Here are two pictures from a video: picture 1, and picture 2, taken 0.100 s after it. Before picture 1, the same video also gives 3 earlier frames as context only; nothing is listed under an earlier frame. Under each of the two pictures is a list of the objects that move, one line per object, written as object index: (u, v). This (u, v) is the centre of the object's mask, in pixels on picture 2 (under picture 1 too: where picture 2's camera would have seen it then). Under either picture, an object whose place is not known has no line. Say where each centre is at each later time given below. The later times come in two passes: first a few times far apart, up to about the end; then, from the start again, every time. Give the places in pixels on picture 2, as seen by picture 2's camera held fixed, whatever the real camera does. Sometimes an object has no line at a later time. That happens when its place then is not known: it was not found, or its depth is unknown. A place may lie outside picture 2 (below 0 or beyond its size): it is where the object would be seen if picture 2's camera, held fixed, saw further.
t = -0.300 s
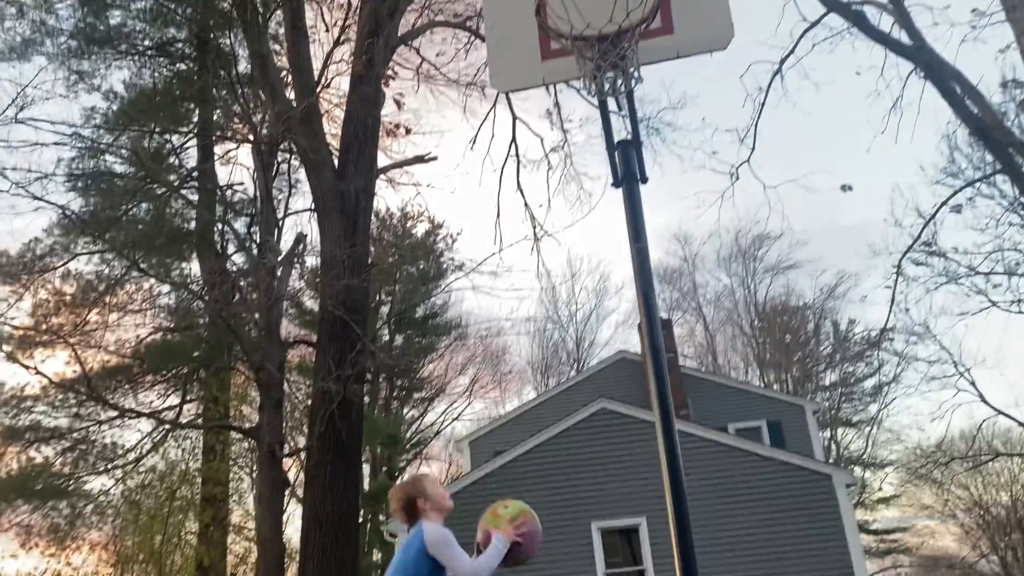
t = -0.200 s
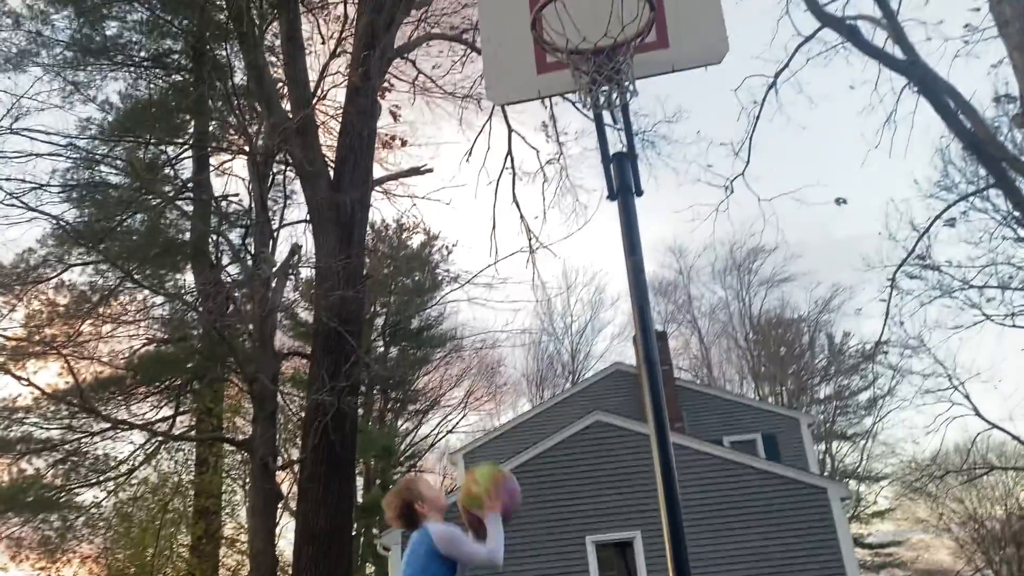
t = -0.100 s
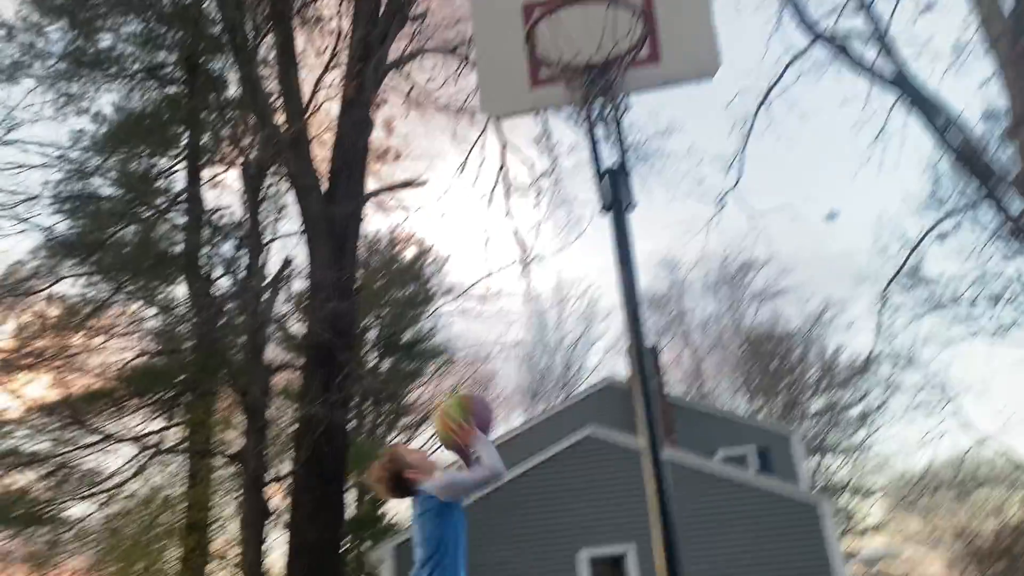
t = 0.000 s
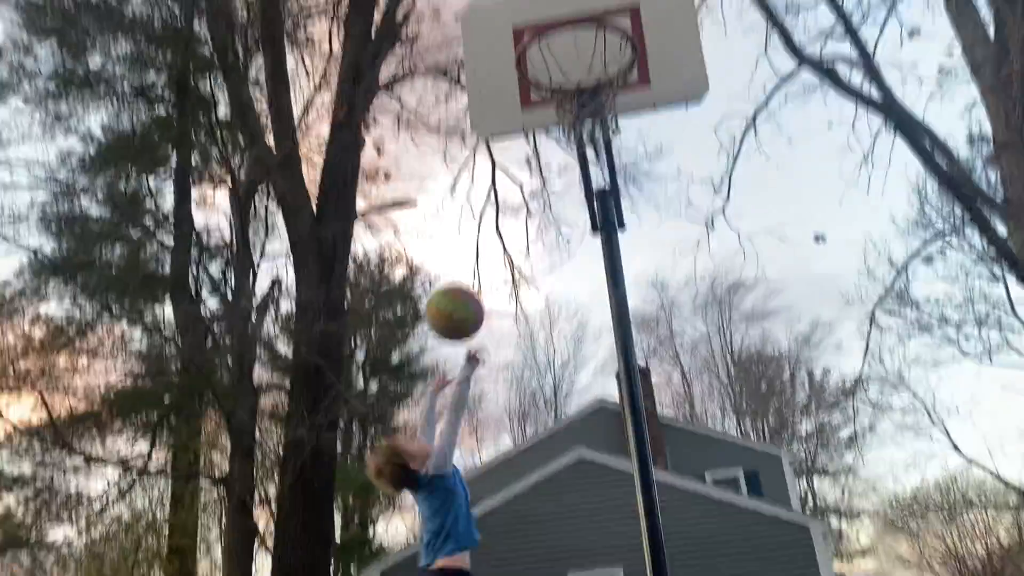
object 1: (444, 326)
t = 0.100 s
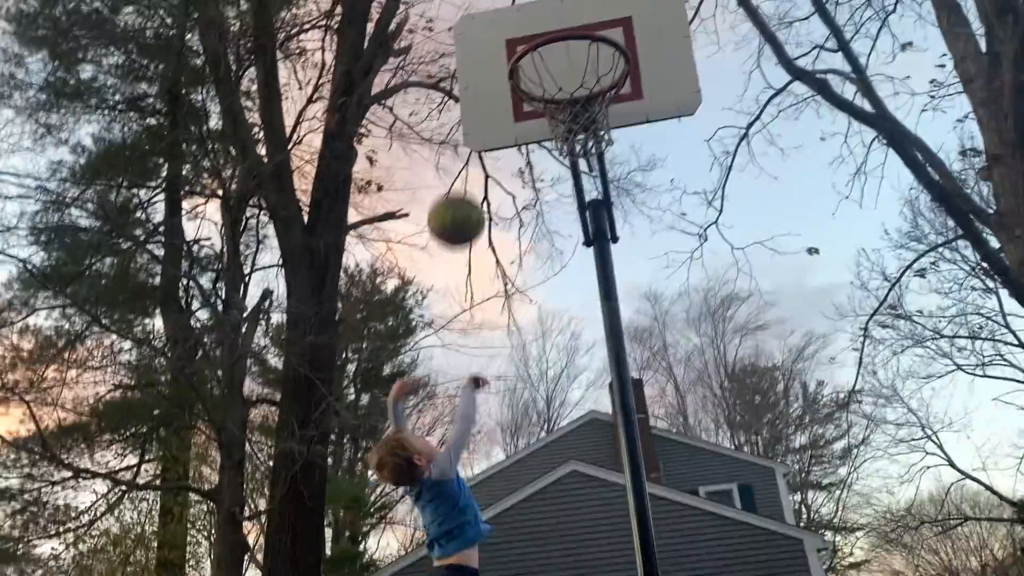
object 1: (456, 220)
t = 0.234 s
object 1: (471, 121)
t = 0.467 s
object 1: (503, 36)
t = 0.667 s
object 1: (544, 43)
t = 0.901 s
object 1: (598, 141)
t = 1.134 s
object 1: (640, 330)
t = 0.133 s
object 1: (459, 192)
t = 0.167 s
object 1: (463, 165)
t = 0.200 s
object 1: (467, 142)
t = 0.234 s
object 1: (471, 121)
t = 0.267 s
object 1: (475, 103)
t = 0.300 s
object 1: (480, 87)
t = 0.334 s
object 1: (483, 74)
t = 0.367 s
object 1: (488, 61)
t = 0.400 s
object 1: (492, 51)
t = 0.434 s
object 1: (498, 42)
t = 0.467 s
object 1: (503, 36)
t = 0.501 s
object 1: (509, 32)
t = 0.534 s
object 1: (515, 28)
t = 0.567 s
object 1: (520, 26)
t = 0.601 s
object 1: (529, 31)
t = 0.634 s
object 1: (537, 36)
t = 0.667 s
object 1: (544, 43)
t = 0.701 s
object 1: (552, 53)
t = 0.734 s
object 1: (561, 63)
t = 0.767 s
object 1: (569, 73)
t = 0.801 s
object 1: (577, 86)
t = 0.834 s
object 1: (585, 107)
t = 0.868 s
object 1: (593, 120)
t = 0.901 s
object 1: (598, 141)
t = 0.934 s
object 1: (602, 154)
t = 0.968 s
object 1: (606, 176)
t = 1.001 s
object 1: (611, 199)
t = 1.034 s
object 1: (617, 227)
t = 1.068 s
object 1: (624, 257)
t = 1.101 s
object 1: (631, 292)
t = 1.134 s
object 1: (640, 330)
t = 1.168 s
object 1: (648, 375)
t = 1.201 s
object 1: (659, 424)
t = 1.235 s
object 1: (670, 475)
